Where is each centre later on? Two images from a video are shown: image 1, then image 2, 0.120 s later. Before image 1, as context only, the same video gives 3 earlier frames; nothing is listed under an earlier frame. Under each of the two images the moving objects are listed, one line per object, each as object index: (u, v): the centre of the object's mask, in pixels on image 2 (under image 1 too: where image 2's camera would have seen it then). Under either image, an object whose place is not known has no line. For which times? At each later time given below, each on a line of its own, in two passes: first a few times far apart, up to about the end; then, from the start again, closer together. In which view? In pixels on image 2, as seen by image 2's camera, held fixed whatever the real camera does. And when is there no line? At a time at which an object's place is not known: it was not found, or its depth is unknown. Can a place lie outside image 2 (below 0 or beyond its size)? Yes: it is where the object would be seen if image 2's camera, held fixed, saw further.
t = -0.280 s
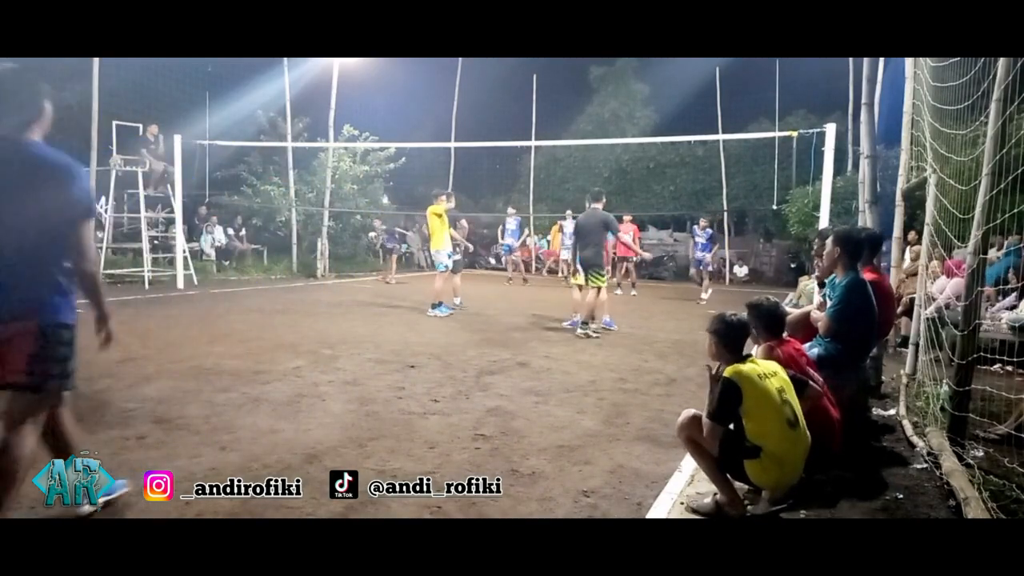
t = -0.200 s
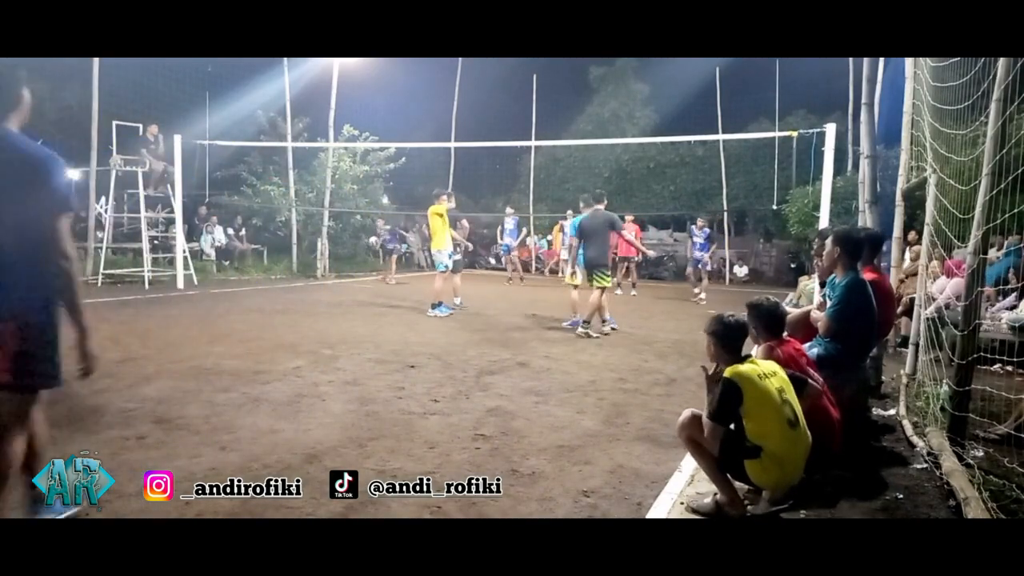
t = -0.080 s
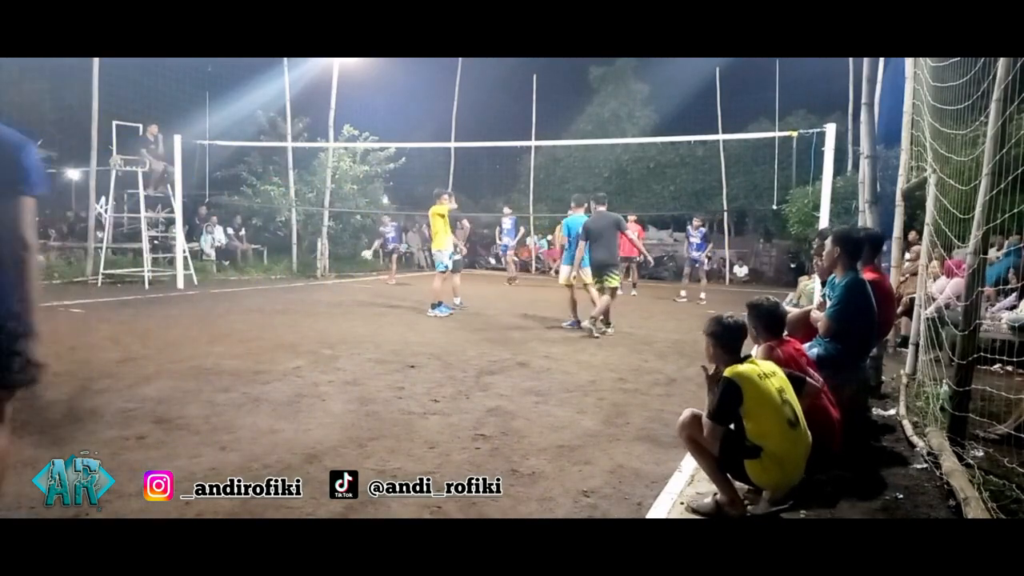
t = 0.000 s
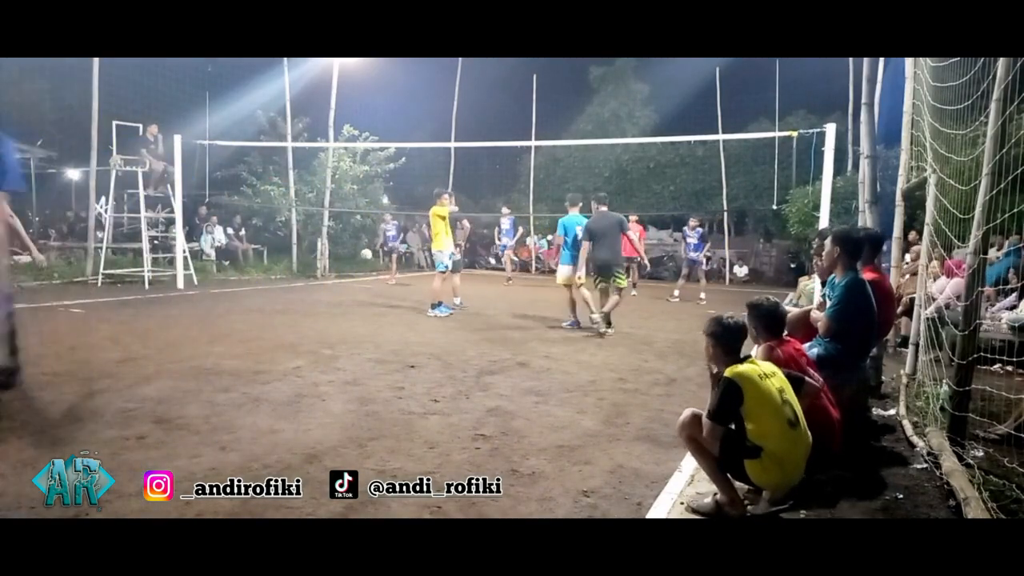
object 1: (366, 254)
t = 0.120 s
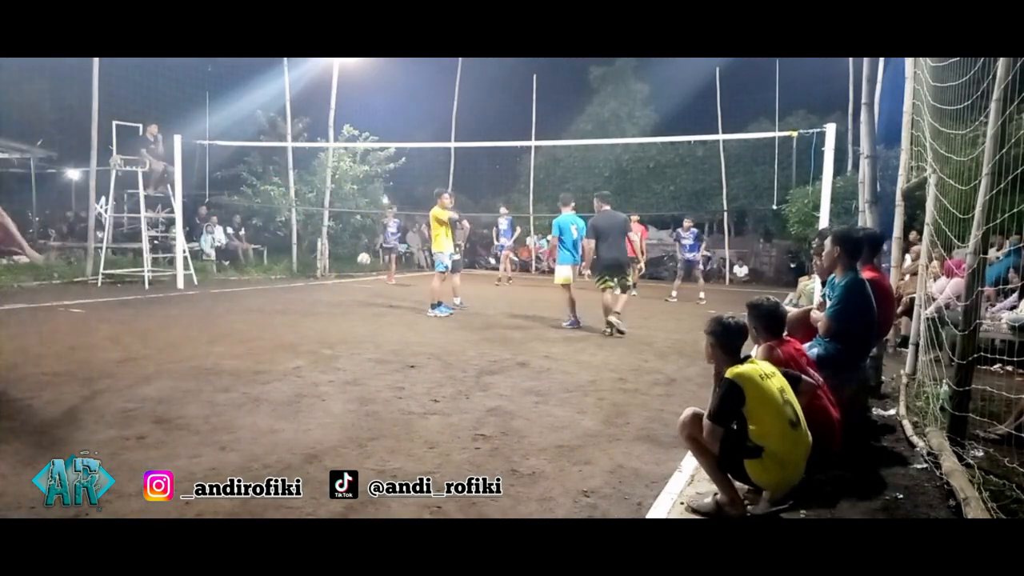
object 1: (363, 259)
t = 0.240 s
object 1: (358, 275)
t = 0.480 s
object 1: (338, 286)
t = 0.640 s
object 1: (320, 283)
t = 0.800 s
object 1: (296, 309)
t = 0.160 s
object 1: (362, 263)
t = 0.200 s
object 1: (360, 269)
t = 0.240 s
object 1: (358, 275)
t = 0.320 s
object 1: (352, 295)
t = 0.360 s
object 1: (349, 302)
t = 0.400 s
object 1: (345, 296)
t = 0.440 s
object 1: (341, 290)
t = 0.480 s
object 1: (338, 286)
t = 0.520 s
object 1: (334, 283)
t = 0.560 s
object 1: (330, 282)
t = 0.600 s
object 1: (325, 281)
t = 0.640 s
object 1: (320, 283)
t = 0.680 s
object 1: (314, 286)
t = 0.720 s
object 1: (309, 292)
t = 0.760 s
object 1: (302, 299)
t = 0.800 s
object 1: (296, 309)
